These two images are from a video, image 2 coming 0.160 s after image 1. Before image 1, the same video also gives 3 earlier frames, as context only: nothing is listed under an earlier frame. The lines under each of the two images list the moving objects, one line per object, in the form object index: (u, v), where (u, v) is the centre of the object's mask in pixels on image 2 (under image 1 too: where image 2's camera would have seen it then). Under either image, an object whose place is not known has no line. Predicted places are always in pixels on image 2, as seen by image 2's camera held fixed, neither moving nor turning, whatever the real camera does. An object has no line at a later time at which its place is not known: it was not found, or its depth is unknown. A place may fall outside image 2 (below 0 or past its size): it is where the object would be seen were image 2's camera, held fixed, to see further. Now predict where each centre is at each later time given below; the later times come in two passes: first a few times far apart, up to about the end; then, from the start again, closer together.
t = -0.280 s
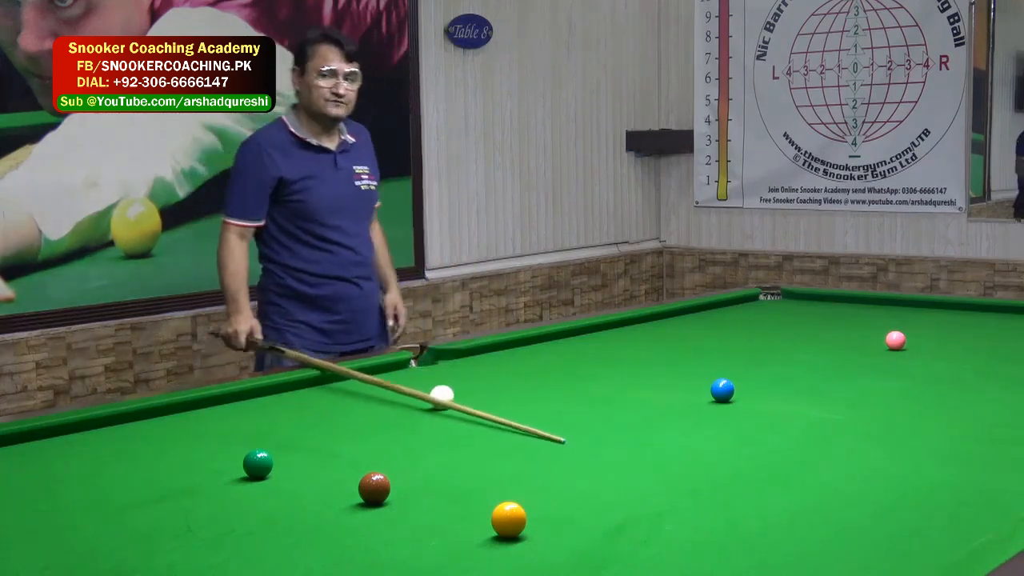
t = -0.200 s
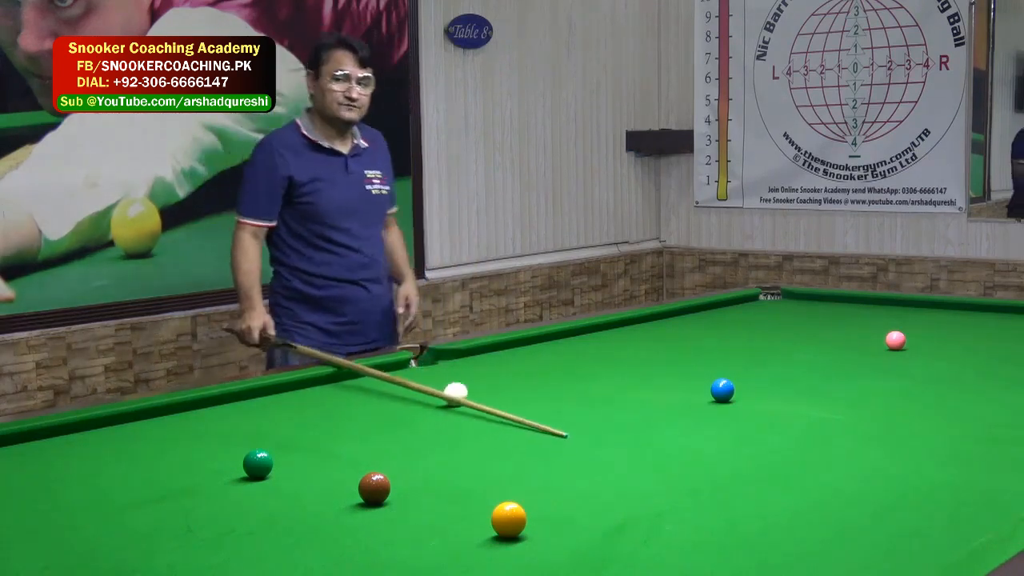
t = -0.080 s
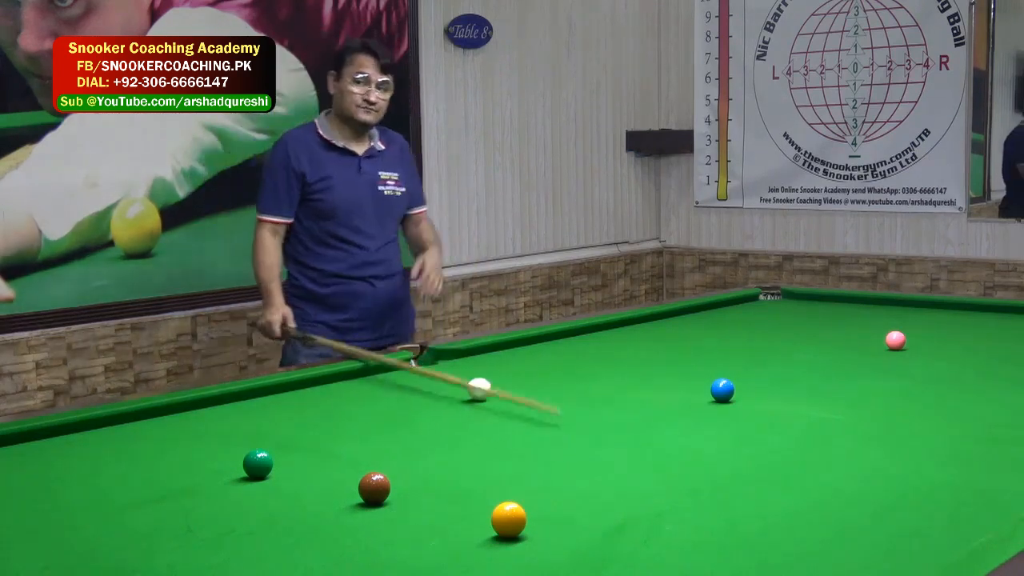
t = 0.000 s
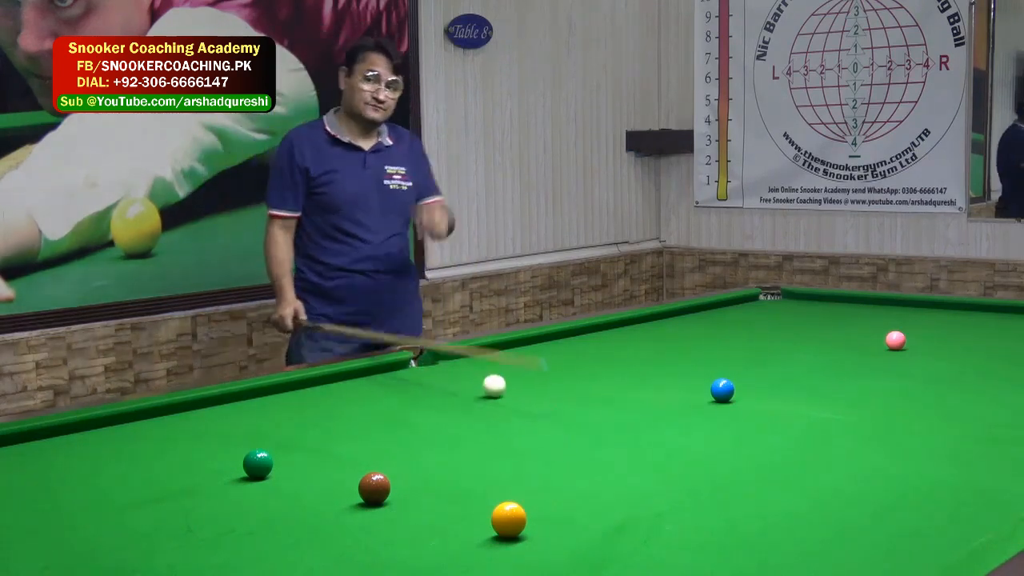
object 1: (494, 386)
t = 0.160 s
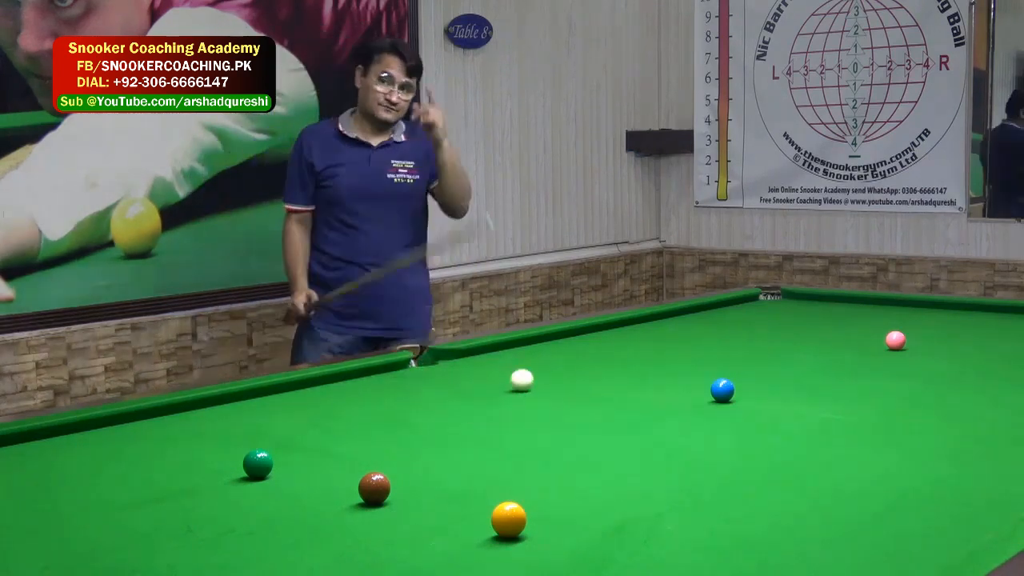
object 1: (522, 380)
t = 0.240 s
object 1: (535, 377)
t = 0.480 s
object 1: (571, 369)
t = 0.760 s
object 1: (609, 361)
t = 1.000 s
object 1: (637, 355)
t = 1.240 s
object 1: (663, 350)
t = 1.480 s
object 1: (687, 345)
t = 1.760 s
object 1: (712, 340)
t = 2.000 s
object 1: (730, 336)
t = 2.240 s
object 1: (746, 332)
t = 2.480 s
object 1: (761, 329)
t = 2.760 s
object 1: (775, 326)
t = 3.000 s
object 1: (787, 324)
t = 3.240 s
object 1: (796, 322)
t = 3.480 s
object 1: (804, 320)
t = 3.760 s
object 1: (813, 318)
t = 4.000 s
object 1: (818, 316)
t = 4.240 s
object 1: (822, 315)
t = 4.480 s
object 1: (825, 314)
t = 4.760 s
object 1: (828, 314)
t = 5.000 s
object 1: (829, 313)
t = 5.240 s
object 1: (829, 313)
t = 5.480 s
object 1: (829, 313)
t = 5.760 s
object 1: (829, 313)
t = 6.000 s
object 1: (829, 313)
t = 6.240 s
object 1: (829, 313)
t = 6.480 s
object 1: (829, 313)
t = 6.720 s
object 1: (829, 313)
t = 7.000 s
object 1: (829, 313)
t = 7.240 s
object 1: (829, 313)
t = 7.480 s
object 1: (829, 313)
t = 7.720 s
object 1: (829, 313)
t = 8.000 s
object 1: (829, 313)
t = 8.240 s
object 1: (829, 313)
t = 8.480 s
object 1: (829, 313)
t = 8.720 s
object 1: (829, 313)
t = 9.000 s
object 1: (829, 313)
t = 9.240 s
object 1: (829, 313)
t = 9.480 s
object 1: (829, 313)
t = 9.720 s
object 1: (829, 313)
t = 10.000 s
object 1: (829, 313)
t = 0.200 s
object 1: (528, 378)
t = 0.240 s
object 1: (535, 377)
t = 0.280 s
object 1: (541, 375)
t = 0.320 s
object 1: (548, 375)
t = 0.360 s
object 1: (554, 373)
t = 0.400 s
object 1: (560, 372)
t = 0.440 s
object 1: (565, 371)
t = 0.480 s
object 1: (571, 369)
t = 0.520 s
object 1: (577, 368)
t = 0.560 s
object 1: (582, 367)
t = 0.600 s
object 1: (588, 365)
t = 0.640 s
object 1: (593, 365)
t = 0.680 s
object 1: (598, 363)
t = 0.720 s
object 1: (604, 362)
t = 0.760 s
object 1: (609, 361)
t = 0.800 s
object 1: (613, 360)
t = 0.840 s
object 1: (618, 359)
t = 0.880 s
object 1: (623, 358)
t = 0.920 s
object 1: (628, 357)
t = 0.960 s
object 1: (633, 356)
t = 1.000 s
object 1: (637, 355)
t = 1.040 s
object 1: (642, 354)
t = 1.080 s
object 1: (646, 353)
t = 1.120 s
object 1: (650, 352)
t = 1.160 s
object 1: (655, 352)
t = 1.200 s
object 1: (659, 351)
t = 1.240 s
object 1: (663, 350)
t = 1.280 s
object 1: (667, 349)
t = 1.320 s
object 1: (671, 348)
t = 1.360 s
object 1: (676, 347)
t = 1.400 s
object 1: (679, 346)
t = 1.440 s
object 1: (683, 346)
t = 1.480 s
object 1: (687, 345)
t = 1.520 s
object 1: (691, 344)
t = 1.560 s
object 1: (695, 343)
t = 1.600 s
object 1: (698, 343)
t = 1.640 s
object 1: (702, 342)
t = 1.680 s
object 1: (705, 341)
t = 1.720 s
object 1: (708, 340)
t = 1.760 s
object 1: (712, 340)
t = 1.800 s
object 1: (715, 339)
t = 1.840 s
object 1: (718, 338)
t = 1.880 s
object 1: (721, 338)
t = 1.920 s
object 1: (724, 337)
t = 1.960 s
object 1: (727, 337)
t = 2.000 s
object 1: (730, 336)
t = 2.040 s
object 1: (733, 335)
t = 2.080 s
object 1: (736, 335)
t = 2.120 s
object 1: (738, 334)
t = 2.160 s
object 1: (741, 334)
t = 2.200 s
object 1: (744, 333)
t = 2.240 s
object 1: (746, 332)
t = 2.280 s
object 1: (749, 332)
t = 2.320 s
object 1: (751, 331)
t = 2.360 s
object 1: (754, 331)
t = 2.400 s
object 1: (756, 330)
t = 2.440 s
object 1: (758, 330)
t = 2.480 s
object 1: (761, 329)
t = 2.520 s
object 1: (763, 329)
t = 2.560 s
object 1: (765, 328)
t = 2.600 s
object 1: (767, 328)
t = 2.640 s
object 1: (769, 327)
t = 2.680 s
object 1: (771, 327)
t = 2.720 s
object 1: (773, 326)
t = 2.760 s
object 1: (775, 326)
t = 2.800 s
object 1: (777, 326)
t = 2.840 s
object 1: (779, 325)
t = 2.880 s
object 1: (781, 325)
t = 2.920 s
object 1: (783, 325)
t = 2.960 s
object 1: (785, 324)
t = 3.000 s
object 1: (787, 324)
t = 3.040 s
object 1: (788, 324)
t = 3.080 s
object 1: (790, 323)
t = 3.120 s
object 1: (791, 323)
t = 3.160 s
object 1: (793, 322)
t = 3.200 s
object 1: (795, 322)
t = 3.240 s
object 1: (796, 322)
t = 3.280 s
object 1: (798, 321)
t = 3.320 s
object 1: (799, 321)
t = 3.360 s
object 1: (800, 321)
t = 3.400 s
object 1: (802, 320)
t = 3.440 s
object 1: (803, 320)
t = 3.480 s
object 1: (804, 320)
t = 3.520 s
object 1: (806, 319)
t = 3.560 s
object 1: (807, 319)
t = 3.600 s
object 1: (808, 319)
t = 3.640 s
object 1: (809, 319)
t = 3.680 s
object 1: (811, 318)
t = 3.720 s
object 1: (812, 318)
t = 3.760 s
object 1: (813, 318)
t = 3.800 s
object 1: (814, 318)
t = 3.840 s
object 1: (815, 317)
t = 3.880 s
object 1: (816, 317)
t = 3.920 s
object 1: (816, 317)
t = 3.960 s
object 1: (817, 317)
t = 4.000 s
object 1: (818, 316)
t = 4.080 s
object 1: (820, 316)
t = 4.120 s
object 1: (820, 316)
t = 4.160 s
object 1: (821, 316)
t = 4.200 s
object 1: (822, 316)
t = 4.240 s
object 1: (822, 315)
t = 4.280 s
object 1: (823, 315)
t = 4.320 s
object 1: (823, 315)
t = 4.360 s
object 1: (824, 315)
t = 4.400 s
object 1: (824, 315)
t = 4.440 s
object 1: (825, 315)
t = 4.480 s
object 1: (825, 314)
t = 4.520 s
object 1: (825, 314)
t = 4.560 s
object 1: (826, 314)
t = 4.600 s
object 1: (826, 314)
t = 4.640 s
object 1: (827, 314)
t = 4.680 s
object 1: (827, 314)
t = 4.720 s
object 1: (827, 314)
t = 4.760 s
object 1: (828, 314)
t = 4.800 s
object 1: (828, 314)
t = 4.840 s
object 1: (828, 314)
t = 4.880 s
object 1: (829, 313)
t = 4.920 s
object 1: (829, 313)
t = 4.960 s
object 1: (829, 313)
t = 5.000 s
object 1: (829, 313)
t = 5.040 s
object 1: (829, 313)
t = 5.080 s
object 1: (829, 313)
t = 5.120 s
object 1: (829, 313)
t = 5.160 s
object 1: (829, 313)
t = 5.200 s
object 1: (829, 313)
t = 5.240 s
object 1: (829, 313)
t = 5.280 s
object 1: (829, 313)
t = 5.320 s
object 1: (829, 313)
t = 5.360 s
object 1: (829, 313)
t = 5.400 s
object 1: (829, 313)
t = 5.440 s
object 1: (829, 313)
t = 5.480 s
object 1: (829, 313)
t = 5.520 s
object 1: (829, 313)
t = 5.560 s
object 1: (829, 313)
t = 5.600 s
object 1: (829, 313)
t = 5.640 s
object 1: (829, 313)
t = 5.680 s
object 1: (829, 313)
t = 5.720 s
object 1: (829, 313)
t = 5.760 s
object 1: (829, 313)
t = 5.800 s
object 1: (829, 313)
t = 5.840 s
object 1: (829, 313)
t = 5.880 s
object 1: (829, 313)
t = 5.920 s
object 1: (829, 313)
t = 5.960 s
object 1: (829, 313)
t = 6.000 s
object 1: (829, 313)
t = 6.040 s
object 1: (829, 313)
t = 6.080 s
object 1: (829, 313)
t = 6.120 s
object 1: (829, 313)
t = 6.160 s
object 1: (829, 313)
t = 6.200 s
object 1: (829, 313)
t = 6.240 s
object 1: (829, 313)
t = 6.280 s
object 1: (829, 313)
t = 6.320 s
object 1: (829, 313)
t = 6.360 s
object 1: (829, 313)
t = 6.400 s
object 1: (829, 313)
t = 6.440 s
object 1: (829, 313)
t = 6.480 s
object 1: (829, 313)
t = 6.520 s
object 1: (829, 313)
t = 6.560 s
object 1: (829, 313)
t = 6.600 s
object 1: (829, 313)
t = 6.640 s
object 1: (829, 313)
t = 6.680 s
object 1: (829, 313)
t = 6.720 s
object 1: (829, 313)
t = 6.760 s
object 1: (829, 313)
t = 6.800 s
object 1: (829, 313)
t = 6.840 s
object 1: (829, 313)
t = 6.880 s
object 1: (829, 313)
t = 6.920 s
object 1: (829, 313)
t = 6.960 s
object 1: (829, 313)
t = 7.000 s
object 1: (829, 313)
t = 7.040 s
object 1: (829, 313)
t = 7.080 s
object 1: (829, 313)
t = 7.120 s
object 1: (829, 313)
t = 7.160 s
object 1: (829, 313)
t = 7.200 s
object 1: (829, 313)
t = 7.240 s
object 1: (829, 313)
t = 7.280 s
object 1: (829, 313)
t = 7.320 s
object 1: (829, 313)
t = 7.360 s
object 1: (829, 313)
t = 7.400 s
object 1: (829, 313)
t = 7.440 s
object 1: (829, 313)
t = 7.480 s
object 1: (829, 313)
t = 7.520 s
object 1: (829, 313)
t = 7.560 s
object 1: (829, 313)
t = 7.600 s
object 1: (829, 313)
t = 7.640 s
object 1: (829, 313)
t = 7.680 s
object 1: (829, 313)
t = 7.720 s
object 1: (829, 313)
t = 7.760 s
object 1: (829, 313)
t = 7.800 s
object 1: (829, 313)
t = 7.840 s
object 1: (829, 313)
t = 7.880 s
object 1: (829, 313)
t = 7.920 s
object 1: (829, 313)
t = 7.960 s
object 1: (829, 313)
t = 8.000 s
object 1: (829, 313)
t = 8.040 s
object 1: (829, 313)
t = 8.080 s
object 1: (829, 313)
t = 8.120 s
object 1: (829, 313)
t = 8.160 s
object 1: (829, 313)
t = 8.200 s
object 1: (829, 313)
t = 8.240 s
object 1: (829, 313)
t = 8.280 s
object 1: (829, 313)
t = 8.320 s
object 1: (829, 313)
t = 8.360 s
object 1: (829, 313)
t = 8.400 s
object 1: (829, 313)
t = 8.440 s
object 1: (829, 313)
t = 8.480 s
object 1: (829, 313)
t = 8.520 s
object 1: (829, 313)
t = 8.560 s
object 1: (829, 313)
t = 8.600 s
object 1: (829, 313)
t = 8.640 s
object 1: (829, 313)
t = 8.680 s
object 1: (829, 313)
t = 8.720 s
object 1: (829, 313)
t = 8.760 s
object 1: (829, 313)
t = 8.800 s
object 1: (829, 313)
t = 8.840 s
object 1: (829, 313)
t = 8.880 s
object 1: (829, 313)
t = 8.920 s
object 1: (829, 313)
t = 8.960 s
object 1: (829, 313)
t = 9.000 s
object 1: (829, 313)
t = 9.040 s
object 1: (829, 313)
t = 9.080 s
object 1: (829, 313)
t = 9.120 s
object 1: (829, 313)
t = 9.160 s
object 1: (829, 313)
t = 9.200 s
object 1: (829, 313)
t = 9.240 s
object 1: (829, 313)
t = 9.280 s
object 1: (829, 313)
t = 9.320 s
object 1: (829, 313)
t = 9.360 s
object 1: (829, 313)
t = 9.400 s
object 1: (829, 313)
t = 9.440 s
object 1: (829, 313)
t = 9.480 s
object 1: (829, 313)
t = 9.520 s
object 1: (829, 313)
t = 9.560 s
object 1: (829, 313)
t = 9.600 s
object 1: (829, 313)
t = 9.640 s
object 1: (829, 313)
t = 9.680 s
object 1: (829, 313)
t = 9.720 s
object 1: (829, 313)
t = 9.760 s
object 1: (829, 313)
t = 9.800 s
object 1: (829, 313)
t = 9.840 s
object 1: (829, 313)
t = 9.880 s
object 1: (829, 313)
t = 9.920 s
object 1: (829, 313)
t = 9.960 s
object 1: (829, 313)
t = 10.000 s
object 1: (829, 313)
